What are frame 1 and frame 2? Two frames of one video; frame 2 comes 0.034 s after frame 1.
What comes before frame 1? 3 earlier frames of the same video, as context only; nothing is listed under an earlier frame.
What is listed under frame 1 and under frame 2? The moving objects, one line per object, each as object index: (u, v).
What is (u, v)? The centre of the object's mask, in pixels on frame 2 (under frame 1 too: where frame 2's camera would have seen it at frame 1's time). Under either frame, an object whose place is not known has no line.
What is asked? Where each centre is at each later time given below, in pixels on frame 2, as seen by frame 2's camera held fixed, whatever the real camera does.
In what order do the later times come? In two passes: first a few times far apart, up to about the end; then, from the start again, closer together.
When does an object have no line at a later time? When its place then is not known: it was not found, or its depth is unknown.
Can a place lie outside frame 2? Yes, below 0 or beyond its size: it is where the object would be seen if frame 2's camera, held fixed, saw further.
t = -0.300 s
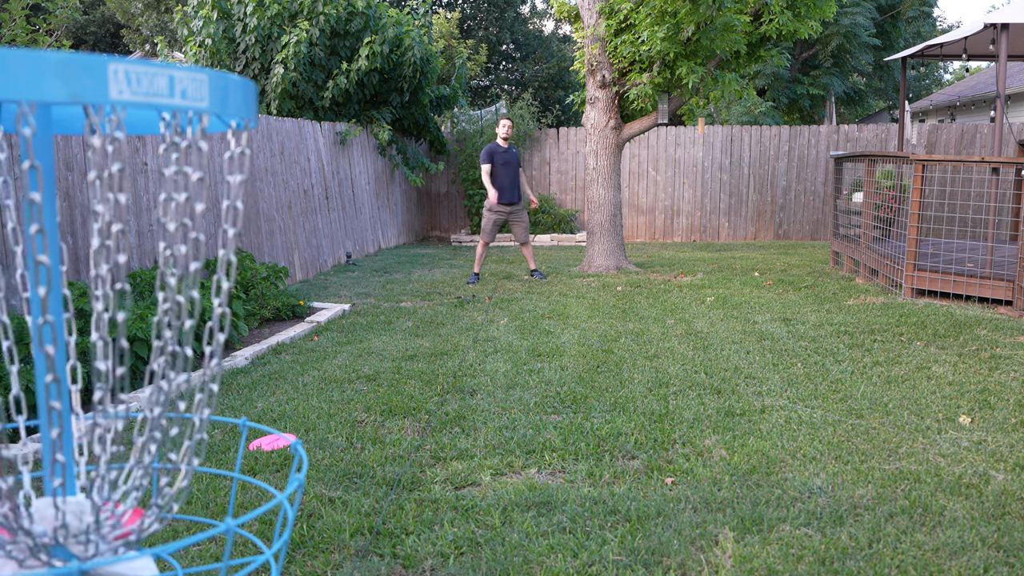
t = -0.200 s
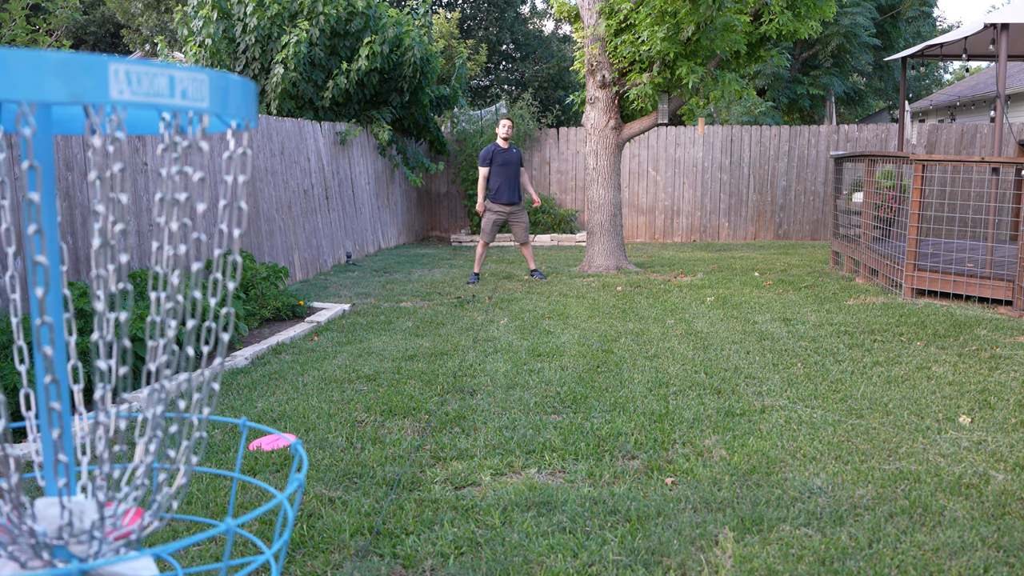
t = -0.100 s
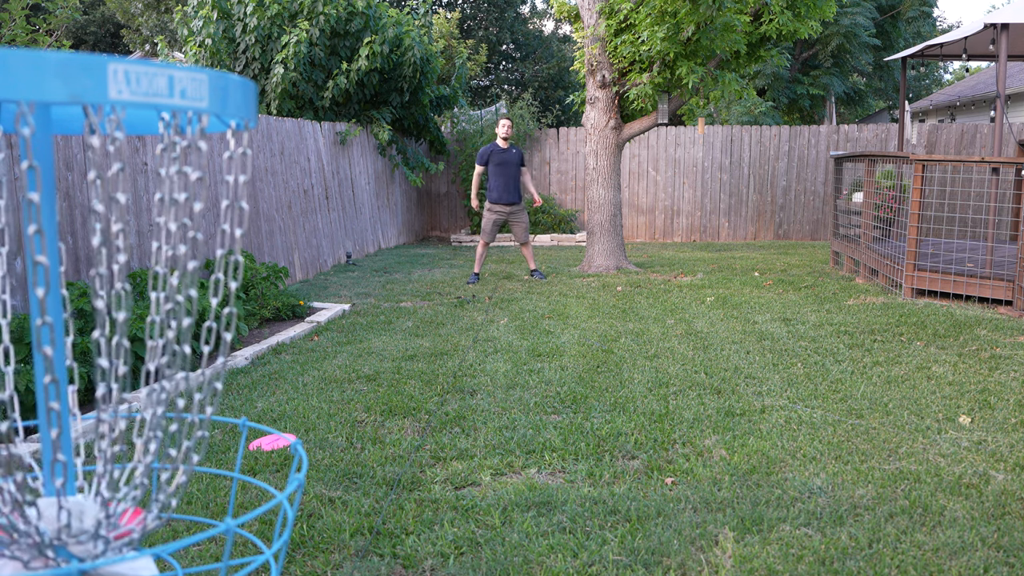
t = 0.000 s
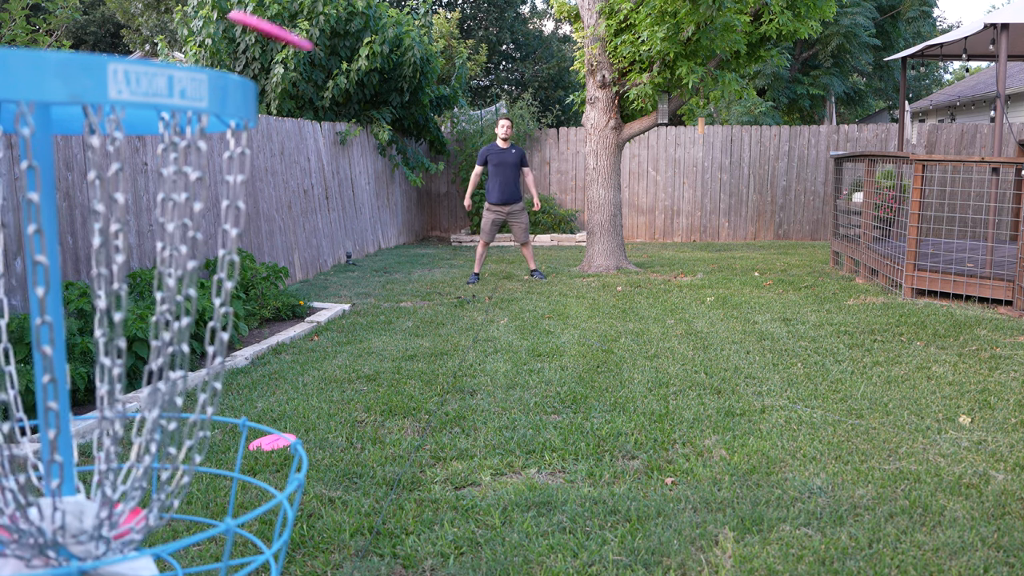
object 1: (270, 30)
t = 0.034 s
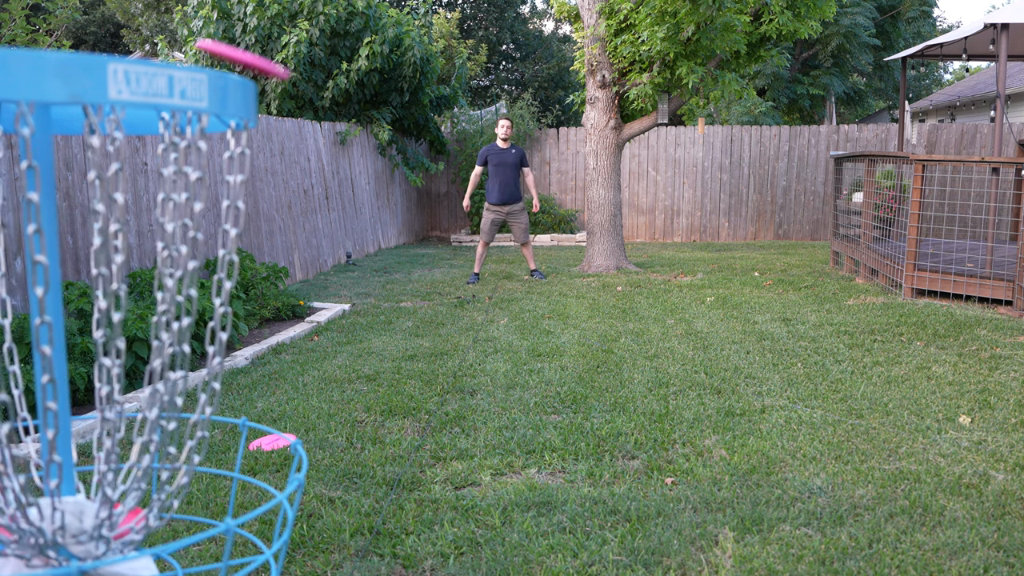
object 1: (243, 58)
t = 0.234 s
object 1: (146, 342)
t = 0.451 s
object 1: (175, 421)
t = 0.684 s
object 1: (194, 484)
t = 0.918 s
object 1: (208, 497)
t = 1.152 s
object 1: (196, 506)
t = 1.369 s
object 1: (191, 511)
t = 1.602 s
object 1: (190, 513)
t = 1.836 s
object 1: (193, 515)
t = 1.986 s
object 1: (192, 515)
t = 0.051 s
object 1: (231, 75)
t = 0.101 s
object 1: (211, 164)
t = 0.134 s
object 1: (122, 193)
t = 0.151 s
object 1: (122, 222)
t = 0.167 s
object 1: (124, 263)
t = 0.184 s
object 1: (119, 281)
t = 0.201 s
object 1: (124, 302)
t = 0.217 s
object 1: (124, 321)
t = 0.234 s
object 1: (146, 342)
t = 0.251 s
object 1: (174, 358)
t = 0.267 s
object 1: (199, 381)
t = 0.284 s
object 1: (206, 394)
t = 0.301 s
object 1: (208, 391)
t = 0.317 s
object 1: (201, 392)
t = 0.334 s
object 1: (196, 385)
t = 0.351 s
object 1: (190, 379)
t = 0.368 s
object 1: (186, 381)
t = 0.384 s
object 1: (183, 385)
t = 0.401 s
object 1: (181, 391)
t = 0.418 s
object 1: (179, 397)
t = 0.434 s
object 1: (177, 408)
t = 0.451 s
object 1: (175, 421)
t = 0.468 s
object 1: (148, 421)
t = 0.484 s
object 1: (134, 427)
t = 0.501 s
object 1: (191, 462)
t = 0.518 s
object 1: (192, 489)
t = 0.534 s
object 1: (187, 490)
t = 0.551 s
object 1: (186, 502)
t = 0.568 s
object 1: (190, 490)
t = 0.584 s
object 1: (194, 490)
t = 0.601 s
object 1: (195, 487)
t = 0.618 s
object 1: (197, 492)
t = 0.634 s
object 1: (186, 477)
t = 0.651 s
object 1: (193, 488)
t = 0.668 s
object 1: (192, 485)
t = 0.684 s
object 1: (194, 484)
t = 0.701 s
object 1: (197, 487)
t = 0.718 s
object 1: (197, 485)
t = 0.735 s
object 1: (198, 485)
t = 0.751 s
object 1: (199, 484)
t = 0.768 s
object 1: (201, 485)
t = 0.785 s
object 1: (201, 485)
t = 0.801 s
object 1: (209, 492)
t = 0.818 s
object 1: (210, 492)
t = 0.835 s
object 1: (209, 492)
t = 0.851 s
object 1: (209, 492)
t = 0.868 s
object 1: (209, 493)
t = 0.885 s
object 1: (209, 495)
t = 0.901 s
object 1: (208, 496)
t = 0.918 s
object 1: (208, 497)
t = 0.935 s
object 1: (207, 498)
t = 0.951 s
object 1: (206, 499)
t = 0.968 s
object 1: (204, 500)
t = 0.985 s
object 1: (203, 500)
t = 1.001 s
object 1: (202, 501)
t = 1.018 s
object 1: (200, 501)
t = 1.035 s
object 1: (199, 501)
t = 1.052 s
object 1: (198, 501)
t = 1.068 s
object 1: (197, 502)
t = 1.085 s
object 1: (196, 502)
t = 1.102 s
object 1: (196, 503)
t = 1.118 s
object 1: (195, 504)
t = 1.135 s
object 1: (195, 505)
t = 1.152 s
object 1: (196, 506)
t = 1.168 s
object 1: (197, 507)
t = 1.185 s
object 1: (198, 508)
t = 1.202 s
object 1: (198, 509)
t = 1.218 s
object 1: (198, 510)
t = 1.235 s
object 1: (199, 510)
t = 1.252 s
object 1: (198, 510)
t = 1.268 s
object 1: (197, 510)
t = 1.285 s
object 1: (195, 510)
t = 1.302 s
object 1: (194, 510)
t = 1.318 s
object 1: (192, 510)
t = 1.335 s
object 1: (192, 510)
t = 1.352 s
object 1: (191, 510)
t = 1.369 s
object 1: (191, 511)
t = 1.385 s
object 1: (191, 511)
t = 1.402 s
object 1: (192, 512)
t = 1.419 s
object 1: (192, 513)
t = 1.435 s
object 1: (192, 513)
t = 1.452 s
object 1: (192, 513)
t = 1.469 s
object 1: (192, 514)
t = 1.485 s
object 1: (193, 515)
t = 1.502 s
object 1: (193, 515)
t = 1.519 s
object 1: (194, 515)
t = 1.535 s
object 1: (194, 515)
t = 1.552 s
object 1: (193, 515)
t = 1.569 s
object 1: (193, 515)
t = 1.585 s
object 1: (193, 515)
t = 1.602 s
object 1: (190, 513)
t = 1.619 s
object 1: (183, 511)
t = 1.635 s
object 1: (184, 511)
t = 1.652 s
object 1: (183, 510)
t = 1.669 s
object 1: (182, 510)
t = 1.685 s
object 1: (181, 510)
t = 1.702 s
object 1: (180, 510)
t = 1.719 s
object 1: (180, 510)
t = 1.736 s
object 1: (181, 510)
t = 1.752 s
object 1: (182, 511)
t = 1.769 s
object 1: (181, 511)
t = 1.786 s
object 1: (182, 511)
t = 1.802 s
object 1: (183, 512)
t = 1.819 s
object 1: (183, 512)
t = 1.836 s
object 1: (193, 515)
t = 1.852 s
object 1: (193, 515)
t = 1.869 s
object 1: (193, 515)
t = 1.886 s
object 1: (193, 515)
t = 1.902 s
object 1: (193, 515)
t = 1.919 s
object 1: (192, 515)
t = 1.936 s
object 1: (183, 511)
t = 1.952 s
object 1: (192, 515)
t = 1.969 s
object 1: (192, 515)
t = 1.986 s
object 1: (192, 515)
